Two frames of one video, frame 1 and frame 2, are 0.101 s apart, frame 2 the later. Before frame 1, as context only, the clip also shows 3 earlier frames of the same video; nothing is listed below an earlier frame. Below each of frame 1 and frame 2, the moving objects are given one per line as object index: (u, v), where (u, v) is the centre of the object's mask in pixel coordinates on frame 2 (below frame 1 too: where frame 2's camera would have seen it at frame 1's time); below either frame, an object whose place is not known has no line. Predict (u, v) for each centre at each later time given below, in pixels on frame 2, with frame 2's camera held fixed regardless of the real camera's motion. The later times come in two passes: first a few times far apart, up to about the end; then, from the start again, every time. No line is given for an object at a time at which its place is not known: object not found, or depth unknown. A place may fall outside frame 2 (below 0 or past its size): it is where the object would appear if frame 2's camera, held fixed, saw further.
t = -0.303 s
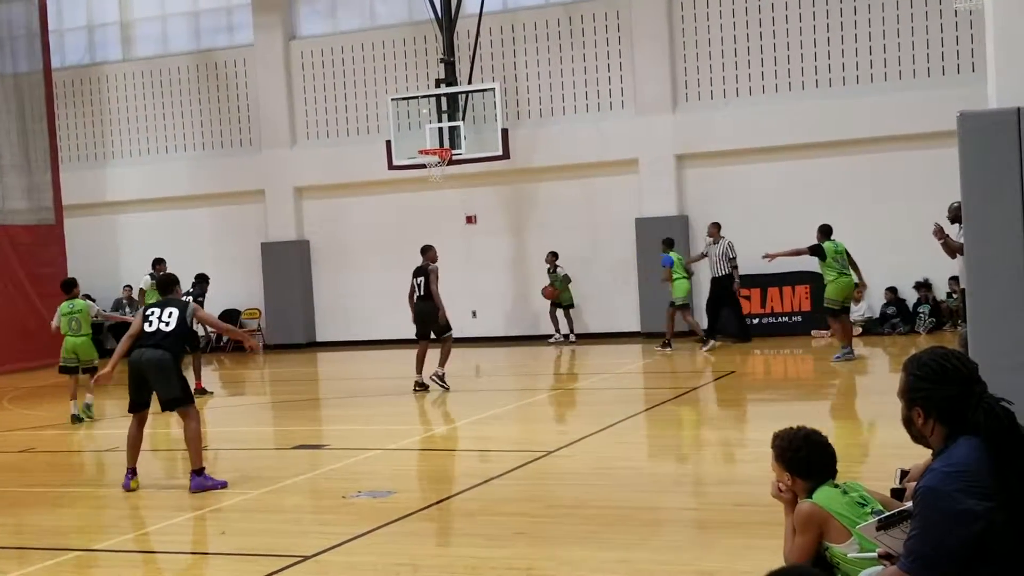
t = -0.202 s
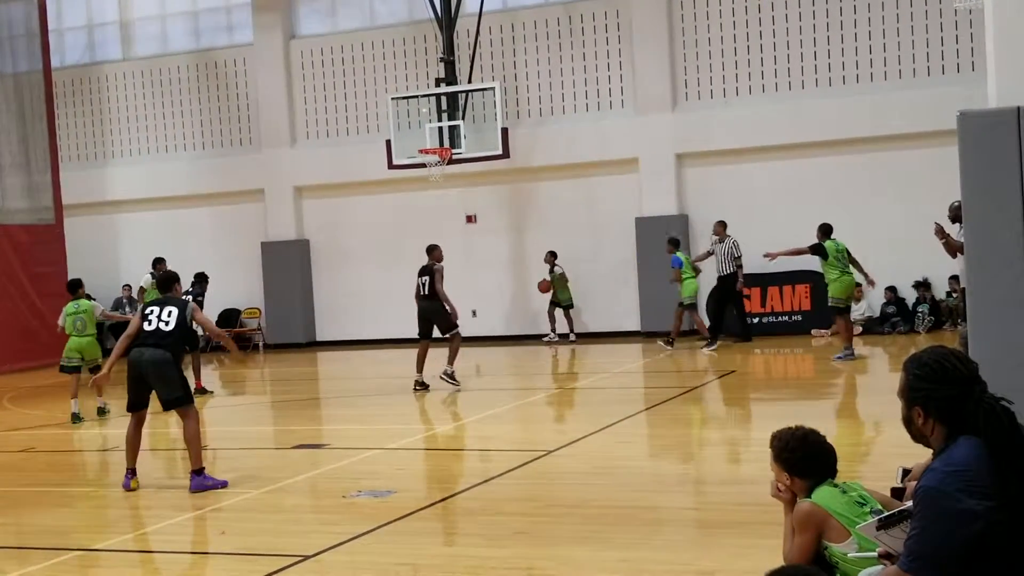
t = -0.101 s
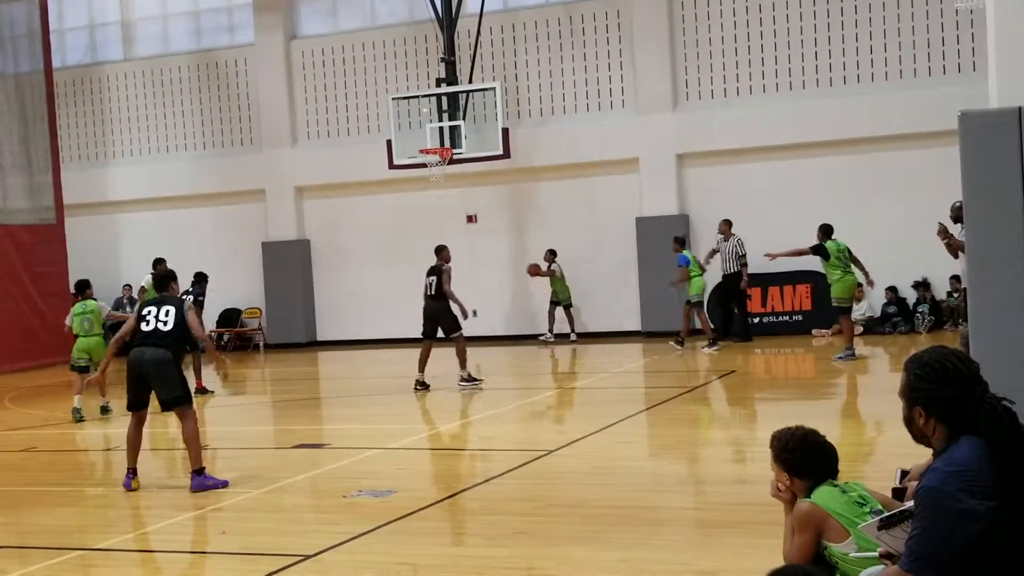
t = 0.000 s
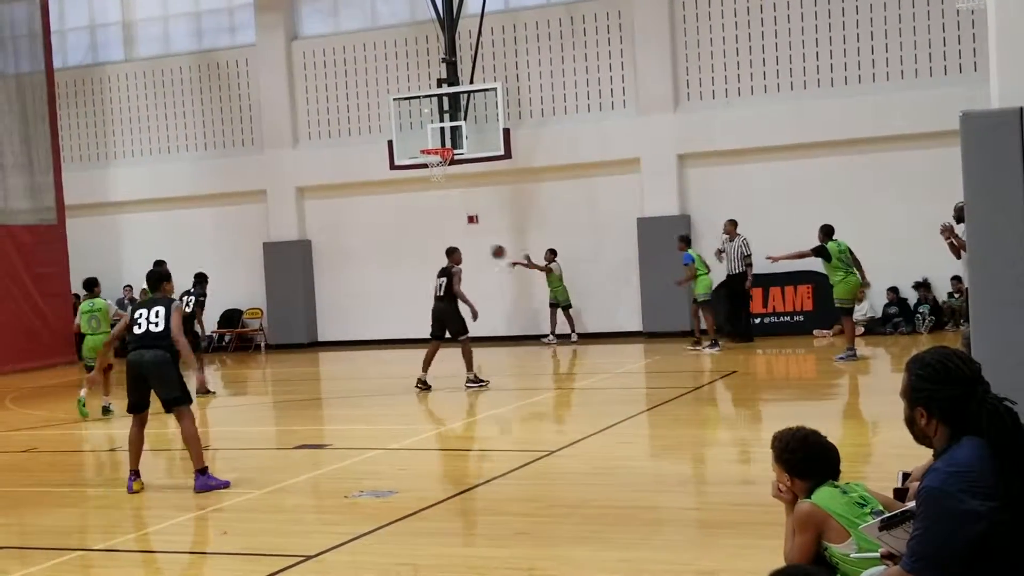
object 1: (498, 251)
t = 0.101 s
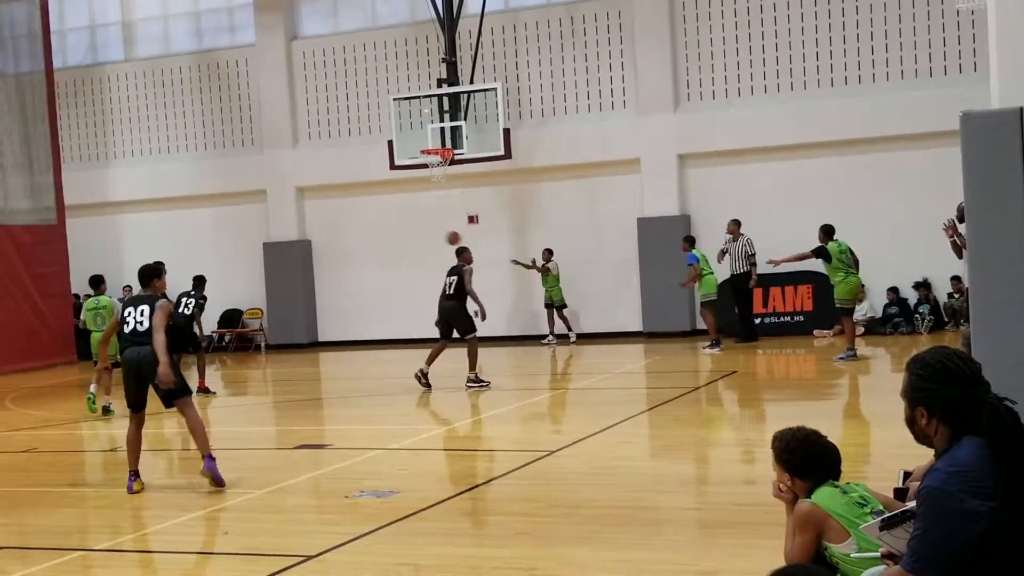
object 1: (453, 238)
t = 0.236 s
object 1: (393, 228)
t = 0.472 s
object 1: (290, 240)
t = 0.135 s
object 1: (438, 234)
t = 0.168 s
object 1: (423, 232)
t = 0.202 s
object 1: (408, 229)
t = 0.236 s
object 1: (393, 228)
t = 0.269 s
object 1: (378, 228)
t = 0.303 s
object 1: (364, 228)
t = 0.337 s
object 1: (349, 229)
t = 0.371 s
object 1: (334, 231)
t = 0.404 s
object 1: (319, 233)
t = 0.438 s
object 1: (304, 235)
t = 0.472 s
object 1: (290, 240)
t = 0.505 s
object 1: (276, 245)
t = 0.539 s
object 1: (260, 249)
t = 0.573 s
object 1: (245, 255)
